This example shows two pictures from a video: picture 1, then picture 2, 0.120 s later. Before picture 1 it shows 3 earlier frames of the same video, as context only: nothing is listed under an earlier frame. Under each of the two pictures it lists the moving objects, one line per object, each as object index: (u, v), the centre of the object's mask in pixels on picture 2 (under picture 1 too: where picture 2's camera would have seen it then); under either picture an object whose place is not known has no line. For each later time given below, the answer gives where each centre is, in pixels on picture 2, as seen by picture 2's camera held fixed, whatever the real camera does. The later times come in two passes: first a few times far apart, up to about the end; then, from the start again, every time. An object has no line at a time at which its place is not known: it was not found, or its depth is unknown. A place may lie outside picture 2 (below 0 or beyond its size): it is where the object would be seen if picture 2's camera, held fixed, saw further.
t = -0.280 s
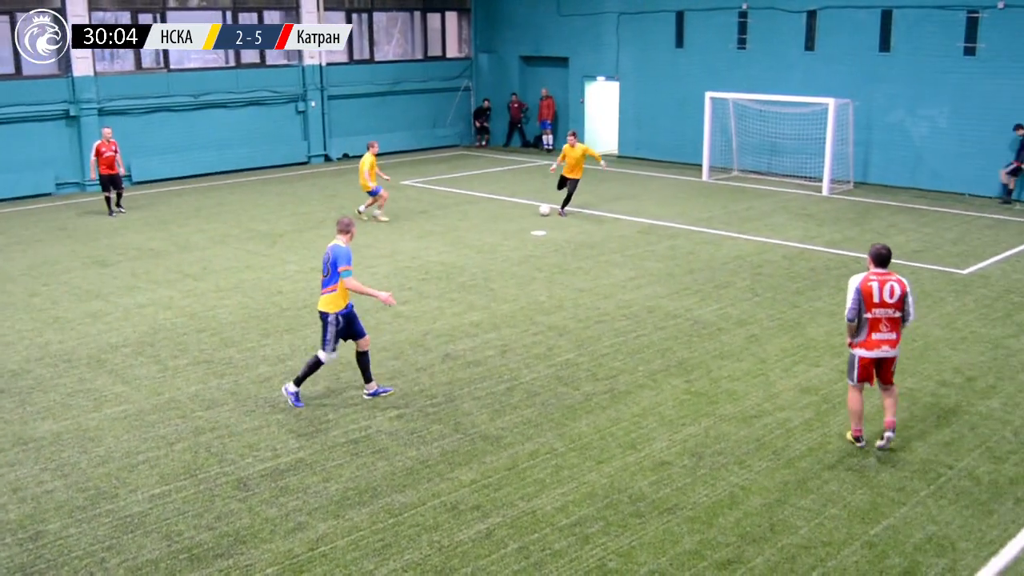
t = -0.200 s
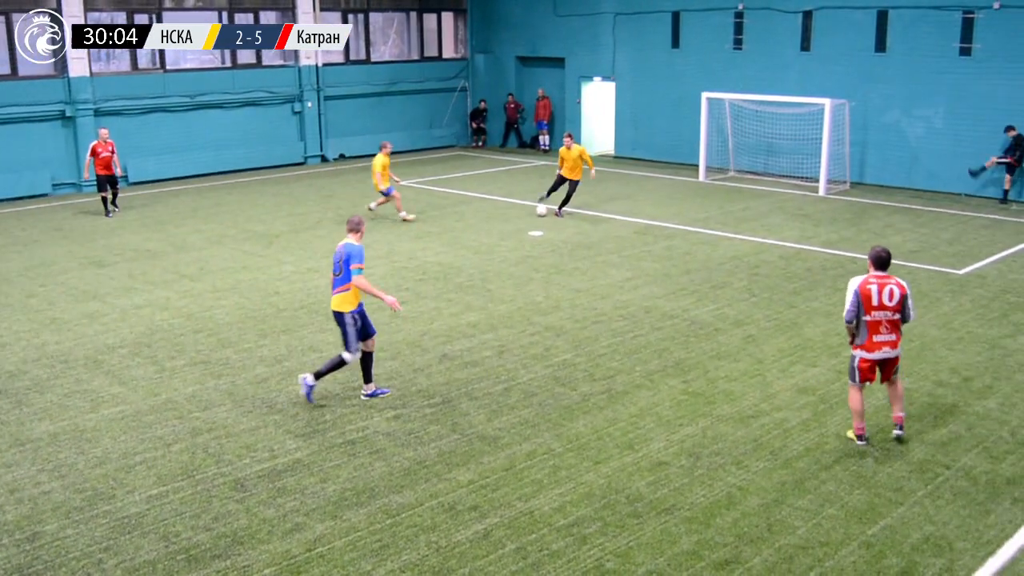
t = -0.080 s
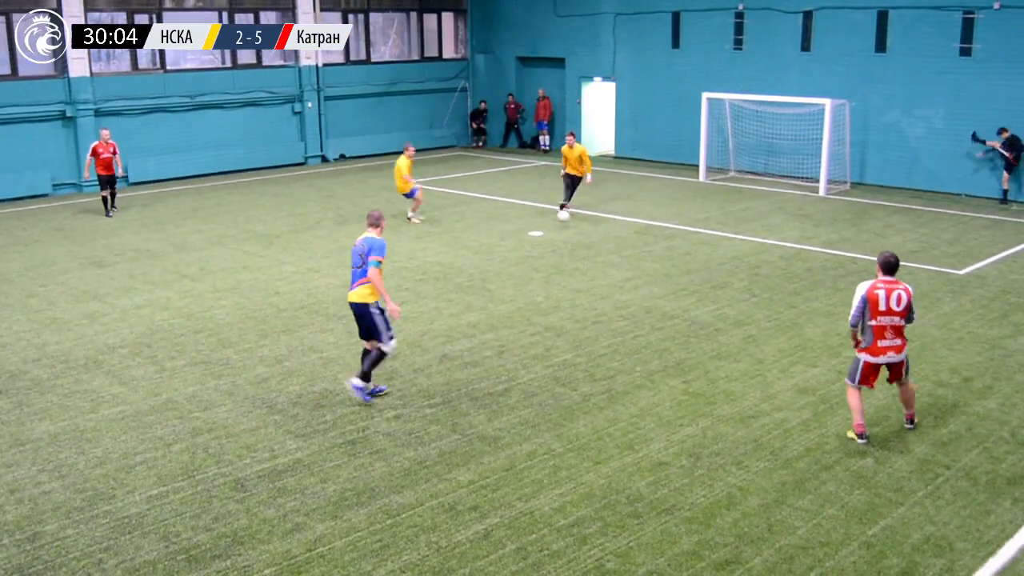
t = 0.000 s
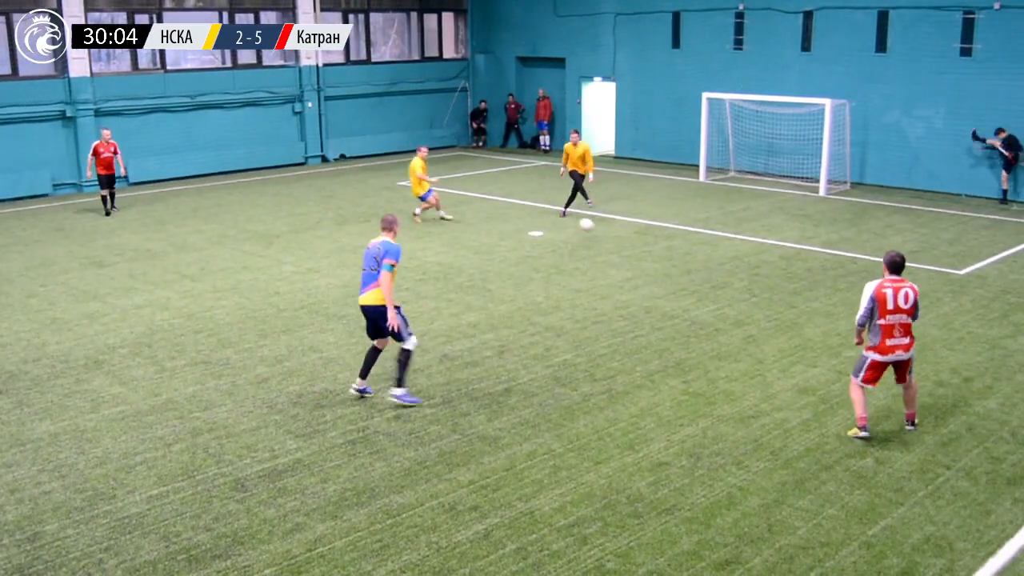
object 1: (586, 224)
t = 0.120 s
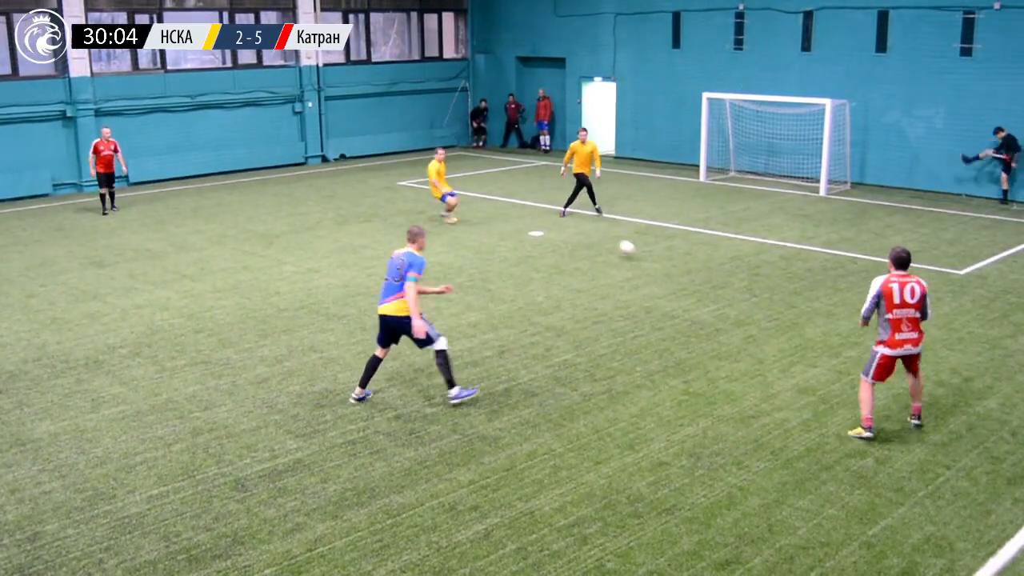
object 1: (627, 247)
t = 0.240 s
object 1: (669, 267)
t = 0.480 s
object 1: (768, 317)
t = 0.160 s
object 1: (642, 259)
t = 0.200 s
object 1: (655, 264)
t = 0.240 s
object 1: (669, 267)
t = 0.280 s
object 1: (683, 272)
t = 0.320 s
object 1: (699, 278)
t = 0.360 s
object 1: (715, 286)
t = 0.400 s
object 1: (732, 297)
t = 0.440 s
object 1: (749, 309)
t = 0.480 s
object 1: (768, 317)
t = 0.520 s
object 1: (787, 323)
